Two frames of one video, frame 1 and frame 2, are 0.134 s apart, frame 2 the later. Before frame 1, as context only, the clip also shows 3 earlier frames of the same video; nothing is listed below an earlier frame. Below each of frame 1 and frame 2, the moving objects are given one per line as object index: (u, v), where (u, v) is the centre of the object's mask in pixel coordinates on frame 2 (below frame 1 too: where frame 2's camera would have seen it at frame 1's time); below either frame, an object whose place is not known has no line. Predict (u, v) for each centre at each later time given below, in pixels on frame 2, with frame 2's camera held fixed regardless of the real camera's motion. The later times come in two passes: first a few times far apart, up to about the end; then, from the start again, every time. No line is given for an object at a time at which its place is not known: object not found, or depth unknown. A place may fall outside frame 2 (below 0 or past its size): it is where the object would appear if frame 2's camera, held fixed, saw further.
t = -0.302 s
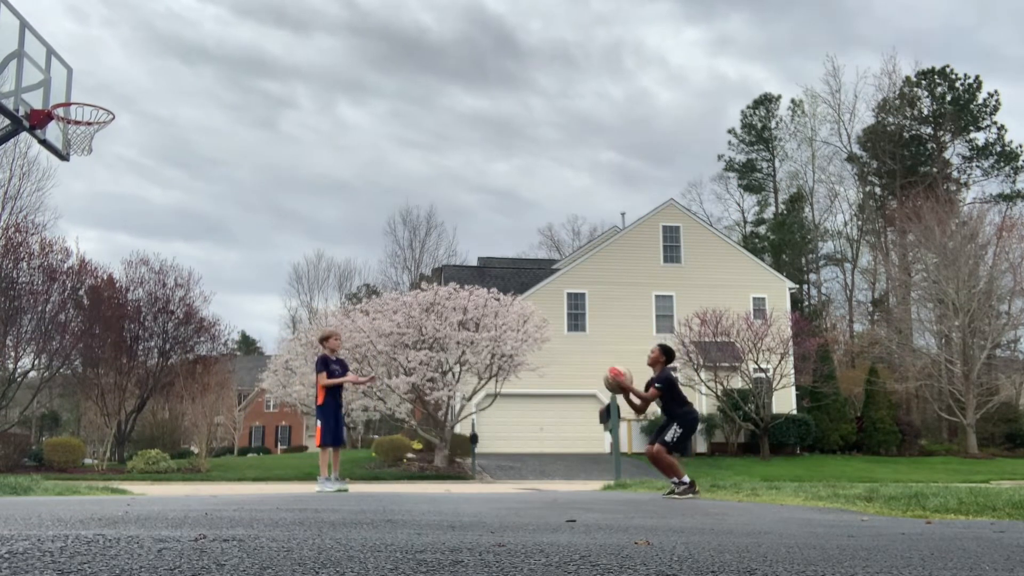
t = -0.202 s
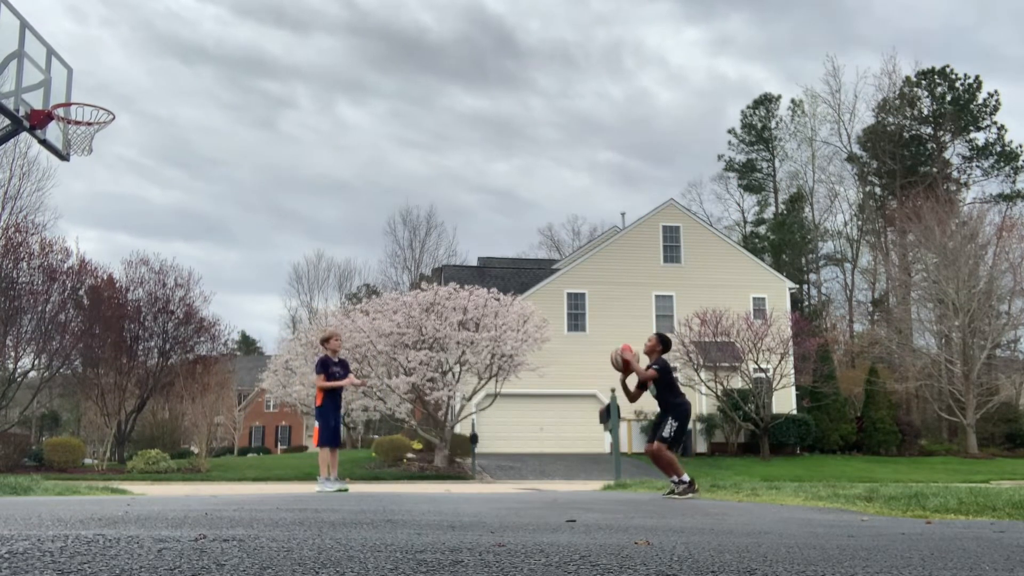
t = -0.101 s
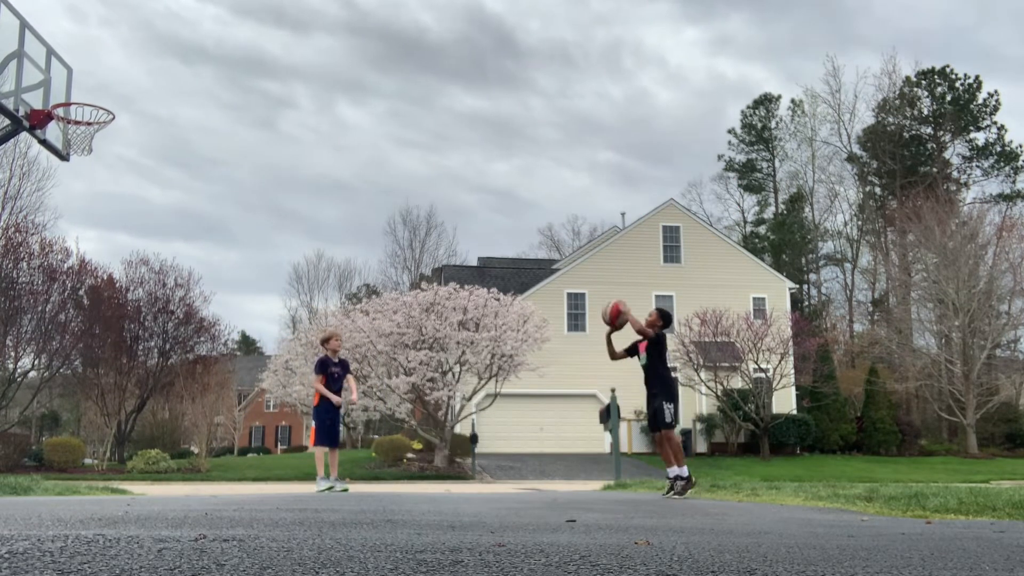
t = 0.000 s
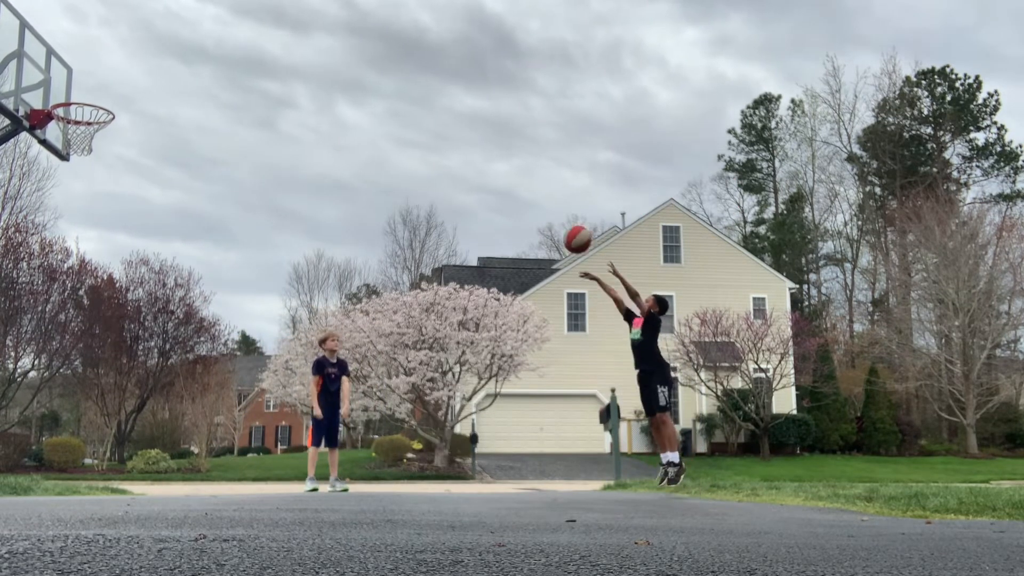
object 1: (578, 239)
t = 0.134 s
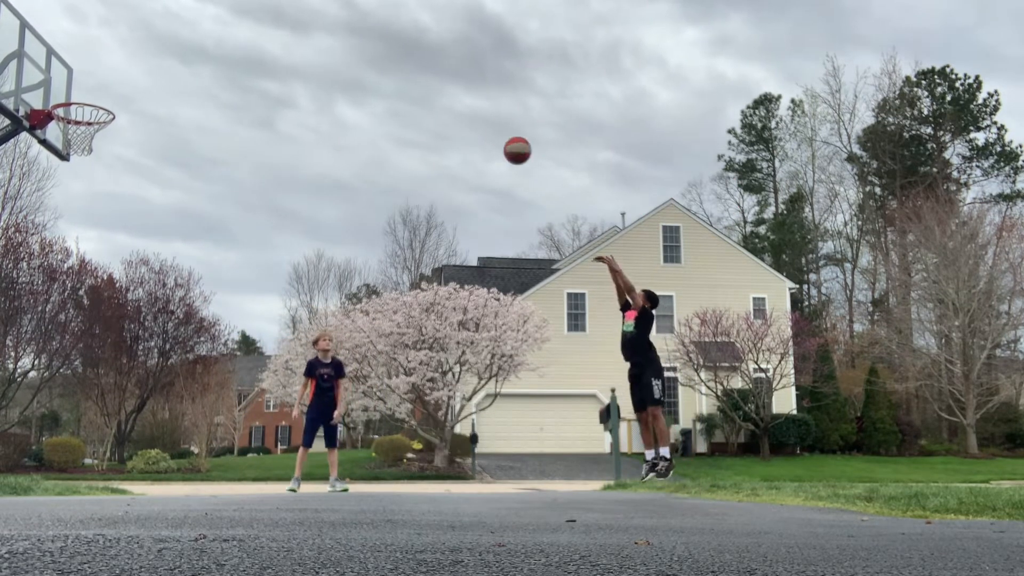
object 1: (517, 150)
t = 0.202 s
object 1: (488, 114)
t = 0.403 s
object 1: (402, 36)
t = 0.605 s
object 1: (316, 8)
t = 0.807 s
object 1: (228, 13)
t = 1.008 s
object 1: (137, 67)
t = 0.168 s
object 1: (503, 131)
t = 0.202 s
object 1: (488, 114)
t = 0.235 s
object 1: (473, 98)
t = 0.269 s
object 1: (459, 83)
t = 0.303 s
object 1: (445, 69)
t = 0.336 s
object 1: (430, 57)
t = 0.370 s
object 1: (416, 46)
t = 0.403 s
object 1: (402, 36)
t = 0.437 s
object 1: (387, 28)
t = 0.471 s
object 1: (373, 21)
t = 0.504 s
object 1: (358, 14)
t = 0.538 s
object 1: (344, 11)
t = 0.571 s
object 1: (330, 9)
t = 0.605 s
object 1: (316, 8)
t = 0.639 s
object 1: (301, 7)
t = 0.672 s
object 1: (287, 7)
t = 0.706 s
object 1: (272, 8)
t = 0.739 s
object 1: (257, 9)
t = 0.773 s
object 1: (242, 11)
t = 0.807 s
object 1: (228, 13)
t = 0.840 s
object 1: (213, 19)
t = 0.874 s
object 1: (198, 26)
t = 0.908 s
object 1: (183, 34)
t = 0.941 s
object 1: (168, 44)
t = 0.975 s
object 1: (152, 55)
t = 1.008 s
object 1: (137, 67)
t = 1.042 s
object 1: (122, 80)
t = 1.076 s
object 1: (106, 94)
